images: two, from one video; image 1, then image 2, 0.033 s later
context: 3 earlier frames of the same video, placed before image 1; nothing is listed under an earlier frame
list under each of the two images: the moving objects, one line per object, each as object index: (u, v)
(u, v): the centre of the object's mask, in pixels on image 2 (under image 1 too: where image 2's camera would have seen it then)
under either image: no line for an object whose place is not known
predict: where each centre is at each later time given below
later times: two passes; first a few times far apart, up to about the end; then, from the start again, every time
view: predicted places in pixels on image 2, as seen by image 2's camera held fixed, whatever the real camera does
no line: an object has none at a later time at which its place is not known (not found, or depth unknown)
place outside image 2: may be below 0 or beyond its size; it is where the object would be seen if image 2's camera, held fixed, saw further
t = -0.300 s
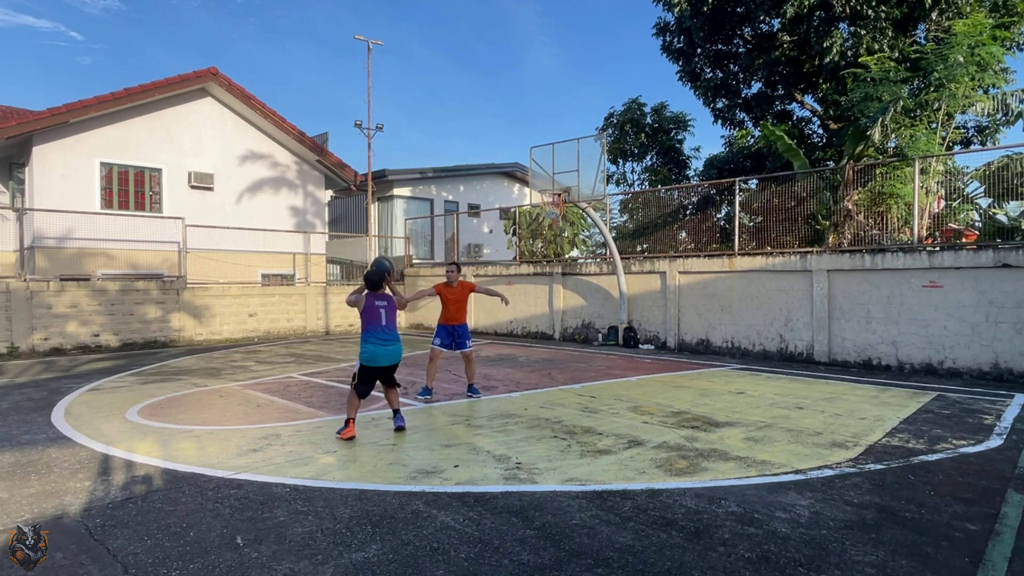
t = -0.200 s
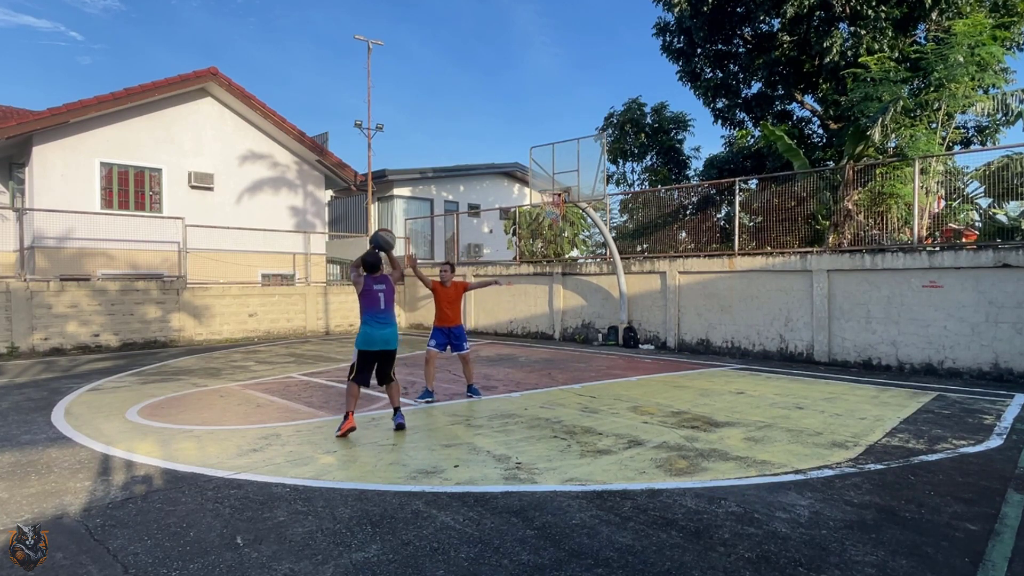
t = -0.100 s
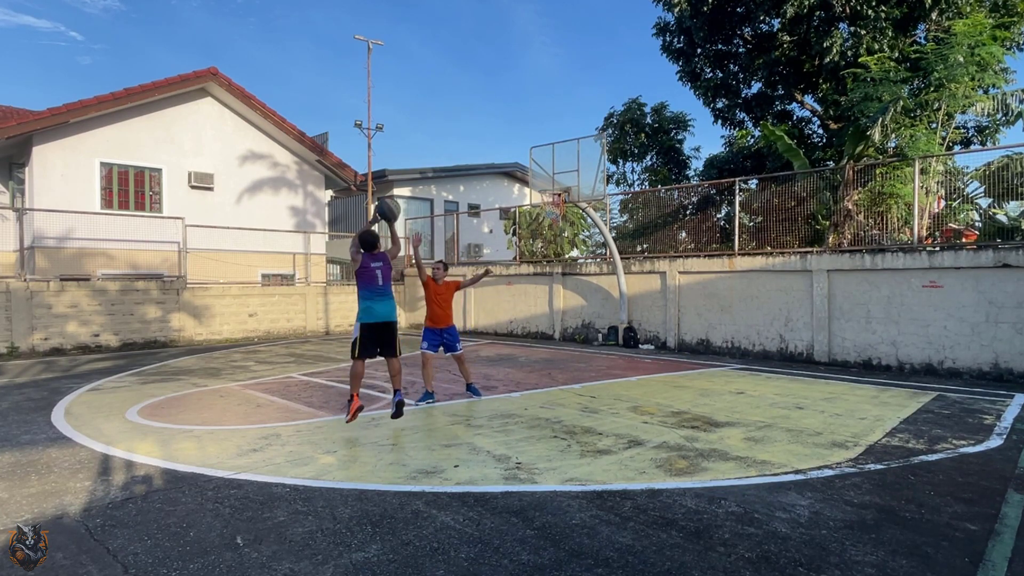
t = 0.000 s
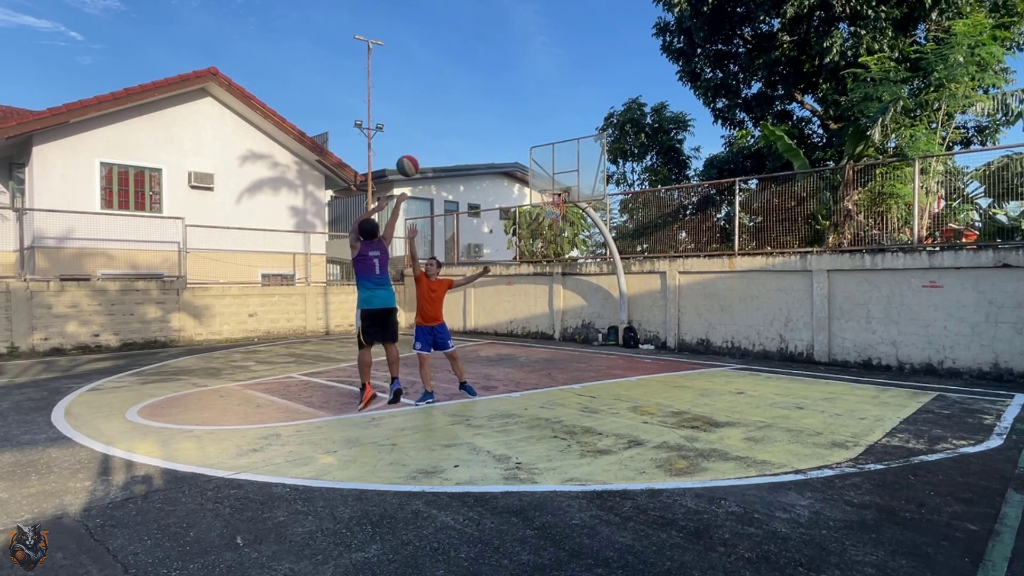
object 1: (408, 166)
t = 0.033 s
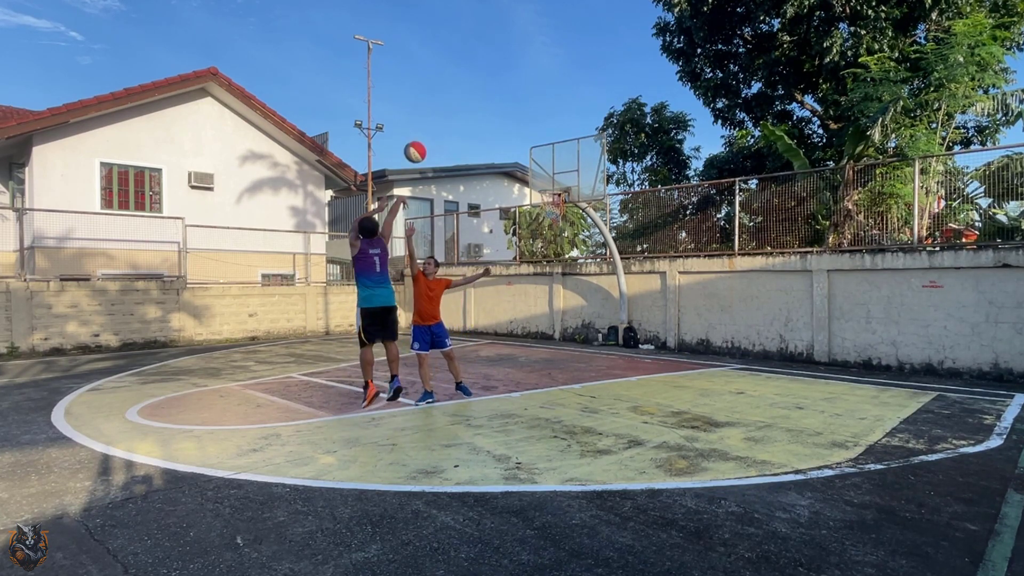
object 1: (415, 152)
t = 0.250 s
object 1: (456, 95)
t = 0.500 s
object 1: (492, 86)
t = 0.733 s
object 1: (518, 113)
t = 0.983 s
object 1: (540, 168)
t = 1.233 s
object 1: (554, 184)
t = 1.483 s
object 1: (553, 179)
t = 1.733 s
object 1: (550, 189)
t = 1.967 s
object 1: (547, 212)
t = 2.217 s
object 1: (547, 265)
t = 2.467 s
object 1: (543, 347)
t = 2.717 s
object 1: (542, 292)
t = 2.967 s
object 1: (543, 267)
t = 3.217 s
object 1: (543, 269)
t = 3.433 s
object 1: (541, 297)
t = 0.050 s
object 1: (419, 145)
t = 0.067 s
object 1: (422, 139)
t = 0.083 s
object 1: (425, 133)
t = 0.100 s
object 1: (429, 128)
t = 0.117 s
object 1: (432, 123)
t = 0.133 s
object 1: (435, 118)
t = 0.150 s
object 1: (438, 114)
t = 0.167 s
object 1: (441, 110)
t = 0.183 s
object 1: (444, 107)
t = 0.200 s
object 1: (447, 103)
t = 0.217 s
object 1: (450, 100)
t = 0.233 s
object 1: (453, 98)
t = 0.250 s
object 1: (456, 95)
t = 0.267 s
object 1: (459, 93)
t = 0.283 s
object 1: (461, 91)
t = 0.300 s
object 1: (464, 89)
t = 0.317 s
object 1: (467, 88)
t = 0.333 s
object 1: (469, 87)
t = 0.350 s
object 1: (472, 85)
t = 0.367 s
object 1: (474, 85)
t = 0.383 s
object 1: (476, 84)
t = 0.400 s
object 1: (479, 84)
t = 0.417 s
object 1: (481, 84)
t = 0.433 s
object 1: (483, 84)
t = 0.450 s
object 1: (485, 84)
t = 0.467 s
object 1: (488, 84)
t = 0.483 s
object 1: (490, 85)
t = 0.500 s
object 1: (492, 86)
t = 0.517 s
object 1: (494, 87)
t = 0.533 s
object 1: (496, 88)
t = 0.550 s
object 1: (498, 89)
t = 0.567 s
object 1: (500, 90)
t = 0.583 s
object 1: (502, 92)
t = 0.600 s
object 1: (504, 94)
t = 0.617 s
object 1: (506, 95)
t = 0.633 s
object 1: (508, 97)
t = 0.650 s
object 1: (510, 100)
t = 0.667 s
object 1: (512, 102)
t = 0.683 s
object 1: (513, 105)
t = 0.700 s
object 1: (515, 107)
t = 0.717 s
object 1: (517, 110)
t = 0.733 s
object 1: (518, 113)
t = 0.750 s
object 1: (520, 116)
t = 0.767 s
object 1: (522, 119)
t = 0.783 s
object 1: (523, 122)
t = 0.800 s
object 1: (525, 125)
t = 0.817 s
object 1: (526, 129)
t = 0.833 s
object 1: (528, 132)
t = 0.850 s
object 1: (530, 136)
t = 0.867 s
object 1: (531, 140)
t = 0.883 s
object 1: (532, 144)
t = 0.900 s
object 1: (534, 148)
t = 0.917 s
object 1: (535, 151)
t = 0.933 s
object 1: (536, 155)
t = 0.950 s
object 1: (538, 160)
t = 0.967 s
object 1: (539, 164)
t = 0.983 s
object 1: (540, 168)
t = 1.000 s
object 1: (542, 173)
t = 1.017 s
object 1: (543, 177)
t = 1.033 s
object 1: (544, 182)
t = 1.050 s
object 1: (545, 184)
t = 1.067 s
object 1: (546, 185)
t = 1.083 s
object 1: (547, 185)
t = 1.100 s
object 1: (548, 185)
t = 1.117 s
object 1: (550, 186)
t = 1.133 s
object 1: (551, 186)
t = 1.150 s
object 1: (552, 187)
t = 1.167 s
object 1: (553, 187)
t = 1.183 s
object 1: (554, 189)
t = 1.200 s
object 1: (554, 188)
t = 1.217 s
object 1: (554, 186)
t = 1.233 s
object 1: (554, 184)
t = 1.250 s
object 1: (553, 183)
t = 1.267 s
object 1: (553, 182)
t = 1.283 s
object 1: (553, 181)
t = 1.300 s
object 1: (553, 180)
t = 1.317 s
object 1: (553, 179)
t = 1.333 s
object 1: (553, 179)
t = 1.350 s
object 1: (553, 178)
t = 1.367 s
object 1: (553, 178)
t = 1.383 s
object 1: (553, 177)
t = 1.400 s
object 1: (552, 177)
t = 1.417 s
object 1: (553, 177)
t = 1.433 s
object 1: (553, 177)
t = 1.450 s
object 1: (553, 178)
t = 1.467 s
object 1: (552, 178)
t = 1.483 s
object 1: (553, 179)
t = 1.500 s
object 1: (552, 179)
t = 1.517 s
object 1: (552, 180)
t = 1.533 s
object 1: (552, 181)
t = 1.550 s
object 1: (552, 183)
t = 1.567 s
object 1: (552, 184)
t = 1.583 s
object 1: (552, 185)
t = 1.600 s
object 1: (552, 186)
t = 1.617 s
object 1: (552, 187)
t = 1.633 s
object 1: (552, 187)
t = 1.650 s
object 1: (551, 186)
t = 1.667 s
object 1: (551, 186)
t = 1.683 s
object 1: (551, 186)
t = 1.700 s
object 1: (551, 187)
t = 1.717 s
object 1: (551, 187)
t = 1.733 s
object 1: (550, 189)
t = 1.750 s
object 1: (550, 189)
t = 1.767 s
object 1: (549, 190)
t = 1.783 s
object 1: (549, 191)
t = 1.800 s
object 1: (549, 192)
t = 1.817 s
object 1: (548, 193)
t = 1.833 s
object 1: (548, 196)
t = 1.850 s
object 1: (548, 197)
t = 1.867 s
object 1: (548, 198)
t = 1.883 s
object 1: (548, 200)
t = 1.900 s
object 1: (548, 201)
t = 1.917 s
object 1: (548, 204)
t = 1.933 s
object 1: (548, 203)
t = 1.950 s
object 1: (548, 209)
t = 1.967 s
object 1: (547, 212)
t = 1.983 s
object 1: (548, 217)
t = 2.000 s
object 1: (549, 220)
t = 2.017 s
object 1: (550, 223)
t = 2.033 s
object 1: (549, 225)
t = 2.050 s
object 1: (549, 227)
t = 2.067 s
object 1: (549, 231)
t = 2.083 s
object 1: (548, 234)
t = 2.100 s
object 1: (548, 237)
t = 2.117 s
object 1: (548, 241)
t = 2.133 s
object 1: (548, 245)
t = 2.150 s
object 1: (548, 249)
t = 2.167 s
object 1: (548, 253)
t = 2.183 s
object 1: (547, 256)
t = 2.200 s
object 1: (547, 261)
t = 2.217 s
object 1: (547, 265)
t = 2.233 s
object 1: (549, 270)
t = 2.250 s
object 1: (546, 274)
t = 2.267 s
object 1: (546, 279)
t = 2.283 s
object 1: (545, 285)
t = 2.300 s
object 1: (545, 290)
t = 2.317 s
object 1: (545, 295)
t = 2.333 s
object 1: (545, 300)
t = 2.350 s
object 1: (545, 305)
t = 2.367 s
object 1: (545, 311)
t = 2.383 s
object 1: (544, 317)
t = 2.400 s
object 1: (544, 322)
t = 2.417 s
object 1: (544, 329)
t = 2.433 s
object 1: (545, 335)
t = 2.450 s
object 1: (543, 340)
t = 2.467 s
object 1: (543, 347)
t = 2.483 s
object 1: (543, 345)
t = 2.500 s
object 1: (543, 340)
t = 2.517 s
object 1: (543, 336)
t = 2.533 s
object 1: (543, 333)
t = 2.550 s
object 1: (543, 328)
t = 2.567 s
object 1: (543, 323)
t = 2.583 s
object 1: (543, 319)
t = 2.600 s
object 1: (542, 315)
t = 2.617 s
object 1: (542, 311)
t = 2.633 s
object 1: (542, 308)
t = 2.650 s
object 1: (542, 304)
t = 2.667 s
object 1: (542, 301)
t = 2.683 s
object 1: (542, 298)
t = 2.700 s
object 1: (542, 295)
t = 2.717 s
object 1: (542, 292)
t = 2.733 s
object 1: (542, 289)
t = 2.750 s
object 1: (542, 287)
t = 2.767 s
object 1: (543, 284)
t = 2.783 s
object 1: (543, 282)
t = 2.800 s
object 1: (543, 279)
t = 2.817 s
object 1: (542, 278)
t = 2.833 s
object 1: (543, 276)
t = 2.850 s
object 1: (543, 274)
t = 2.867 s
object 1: (543, 272)
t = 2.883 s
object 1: (543, 271)
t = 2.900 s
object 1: (543, 270)
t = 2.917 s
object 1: (543, 268)
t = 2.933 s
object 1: (543, 268)
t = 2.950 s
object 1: (543, 267)
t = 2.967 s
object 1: (543, 267)
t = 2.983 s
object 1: (542, 266)
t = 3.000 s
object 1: (543, 265)
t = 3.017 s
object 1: (543, 265)
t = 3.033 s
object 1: (542, 265)
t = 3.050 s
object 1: (542, 265)
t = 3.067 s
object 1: (542, 265)
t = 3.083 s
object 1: (542, 265)
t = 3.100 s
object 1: (542, 265)
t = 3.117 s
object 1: (542, 265)
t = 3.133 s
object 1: (542, 266)
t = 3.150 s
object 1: (542, 266)
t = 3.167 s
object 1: (543, 267)
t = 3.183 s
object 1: (543, 268)
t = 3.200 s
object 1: (542, 268)
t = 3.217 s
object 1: (543, 269)
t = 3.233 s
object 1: (542, 270)
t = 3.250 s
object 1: (542, 272)
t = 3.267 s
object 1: (541, 273)
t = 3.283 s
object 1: (541, 275)
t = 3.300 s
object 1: (541, 277)
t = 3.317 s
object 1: (541, 280)
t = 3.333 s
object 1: (541, 283)
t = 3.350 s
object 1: (541, 285)
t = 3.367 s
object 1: (541, 287)
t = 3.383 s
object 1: (541, 289)
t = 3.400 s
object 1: (541, 292)
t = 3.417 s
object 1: (541, 294)
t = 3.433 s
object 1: (541, 297)
